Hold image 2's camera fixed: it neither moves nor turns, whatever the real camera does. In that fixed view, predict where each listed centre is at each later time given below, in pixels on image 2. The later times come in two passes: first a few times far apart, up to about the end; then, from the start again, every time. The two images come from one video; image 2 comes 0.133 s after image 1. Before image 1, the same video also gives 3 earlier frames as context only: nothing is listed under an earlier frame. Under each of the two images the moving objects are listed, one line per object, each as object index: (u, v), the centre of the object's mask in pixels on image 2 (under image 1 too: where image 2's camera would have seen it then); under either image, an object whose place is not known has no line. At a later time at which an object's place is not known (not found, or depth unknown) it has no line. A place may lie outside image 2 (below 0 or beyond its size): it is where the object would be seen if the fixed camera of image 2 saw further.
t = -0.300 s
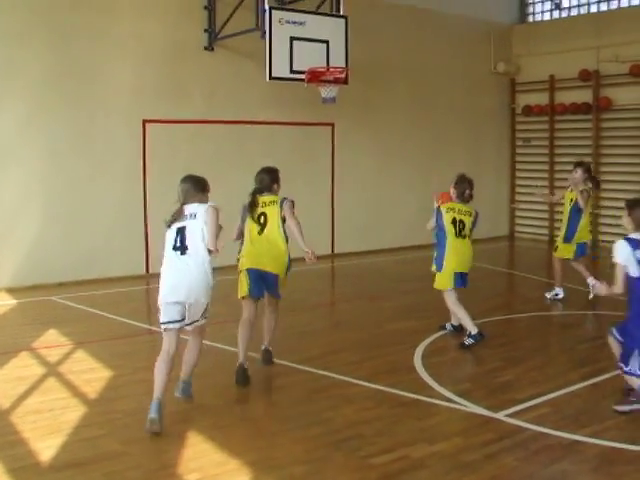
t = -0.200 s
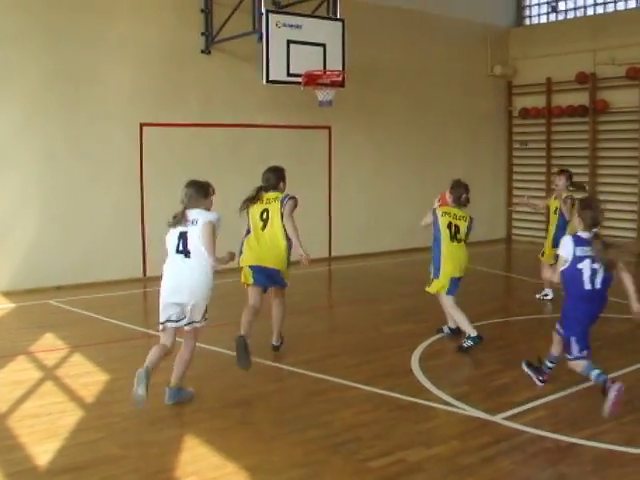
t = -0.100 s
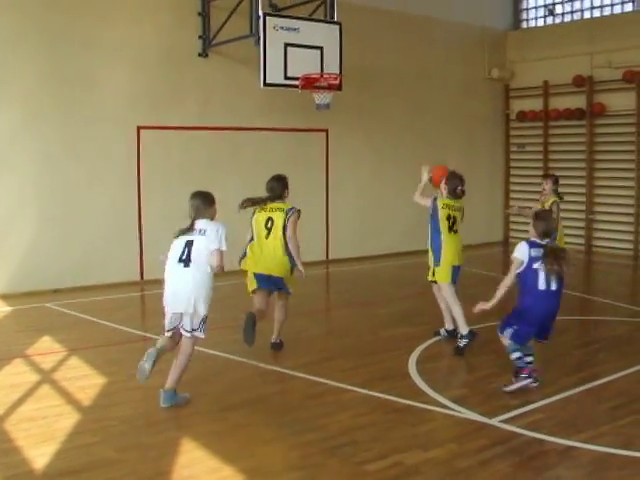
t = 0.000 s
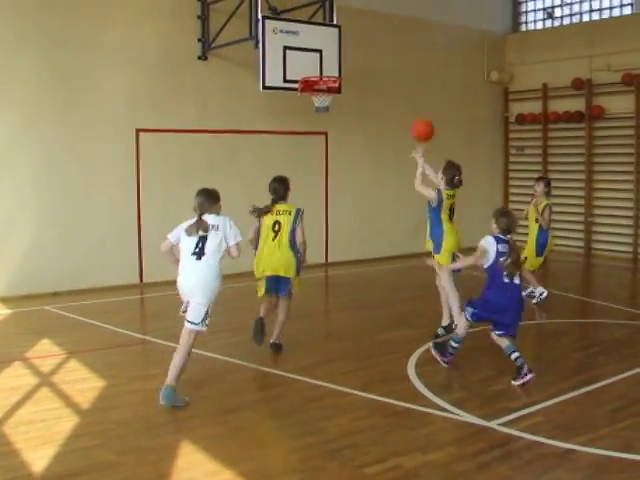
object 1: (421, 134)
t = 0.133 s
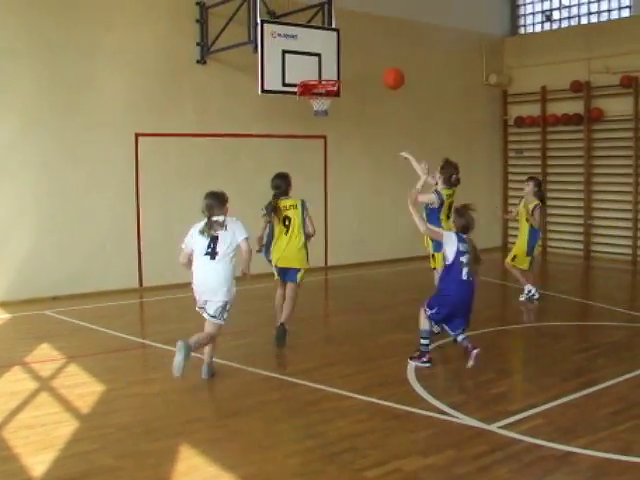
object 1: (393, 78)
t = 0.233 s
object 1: (373, 53)
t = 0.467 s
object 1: (335, 33)
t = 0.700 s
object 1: (308, 59)
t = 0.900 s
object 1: (324, 94)
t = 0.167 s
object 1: (386, 69)
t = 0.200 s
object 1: (380, 60)
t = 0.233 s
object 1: (373, 53)
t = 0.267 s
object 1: (368, 47)
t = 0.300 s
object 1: (362, 42)
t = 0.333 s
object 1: (356, 38)
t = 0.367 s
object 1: (350, 36)
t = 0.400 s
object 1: (345, 34)
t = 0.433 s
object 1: (340, 33)
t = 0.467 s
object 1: (335, 33)
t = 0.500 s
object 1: (330, 35)
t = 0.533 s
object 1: (325, 36)
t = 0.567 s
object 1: (321, 40)
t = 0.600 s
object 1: (316, 44)
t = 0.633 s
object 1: (311, 48)
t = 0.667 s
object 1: (307, 54)
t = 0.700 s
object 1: (308, 59)
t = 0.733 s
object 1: (311, 63)
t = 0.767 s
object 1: (315, 69)
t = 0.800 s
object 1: (319, 76)
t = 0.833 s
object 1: (323, 83)
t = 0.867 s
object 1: (326, 88)
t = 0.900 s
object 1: (324, 94)
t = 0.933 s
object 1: (324, 100)
